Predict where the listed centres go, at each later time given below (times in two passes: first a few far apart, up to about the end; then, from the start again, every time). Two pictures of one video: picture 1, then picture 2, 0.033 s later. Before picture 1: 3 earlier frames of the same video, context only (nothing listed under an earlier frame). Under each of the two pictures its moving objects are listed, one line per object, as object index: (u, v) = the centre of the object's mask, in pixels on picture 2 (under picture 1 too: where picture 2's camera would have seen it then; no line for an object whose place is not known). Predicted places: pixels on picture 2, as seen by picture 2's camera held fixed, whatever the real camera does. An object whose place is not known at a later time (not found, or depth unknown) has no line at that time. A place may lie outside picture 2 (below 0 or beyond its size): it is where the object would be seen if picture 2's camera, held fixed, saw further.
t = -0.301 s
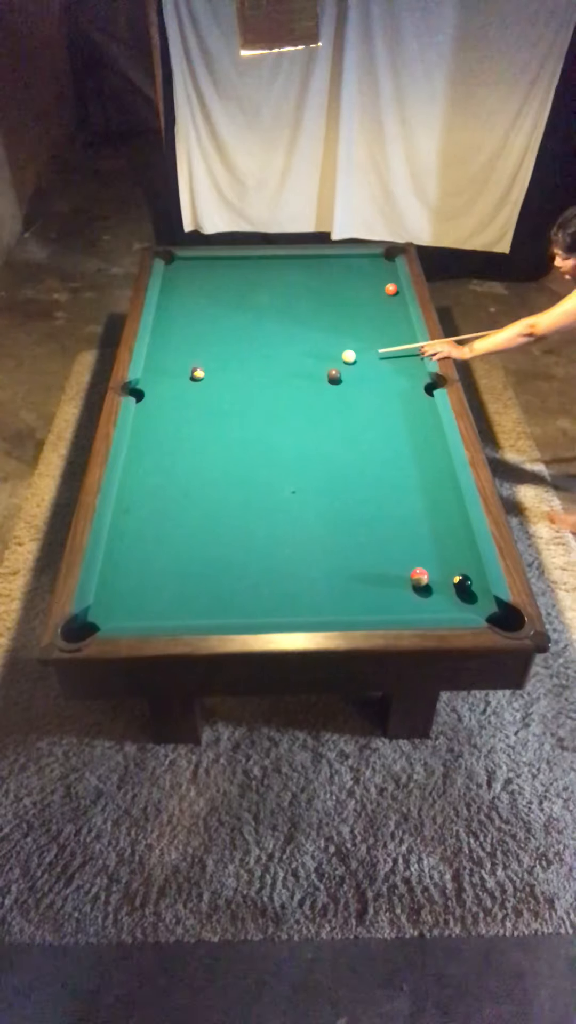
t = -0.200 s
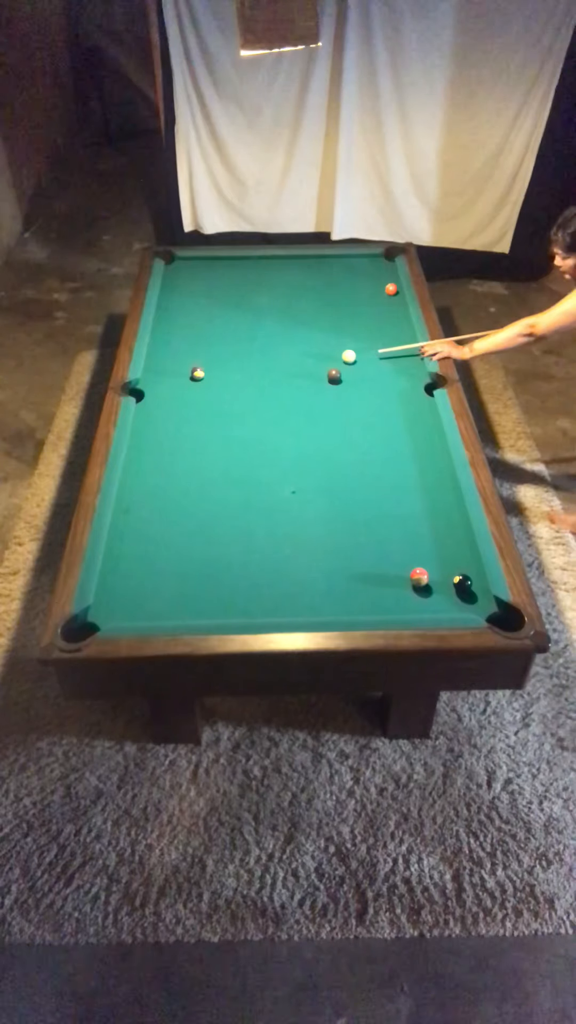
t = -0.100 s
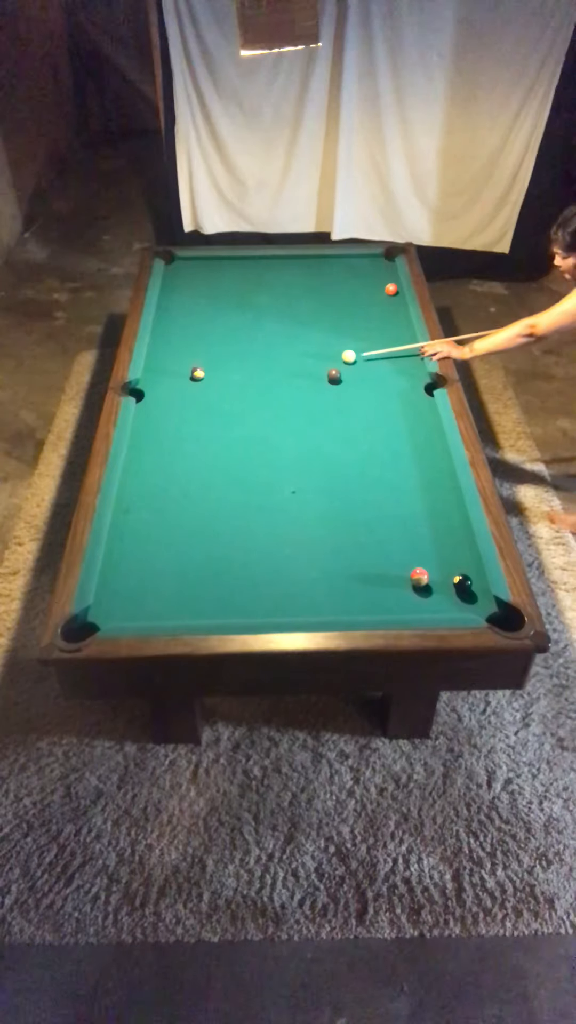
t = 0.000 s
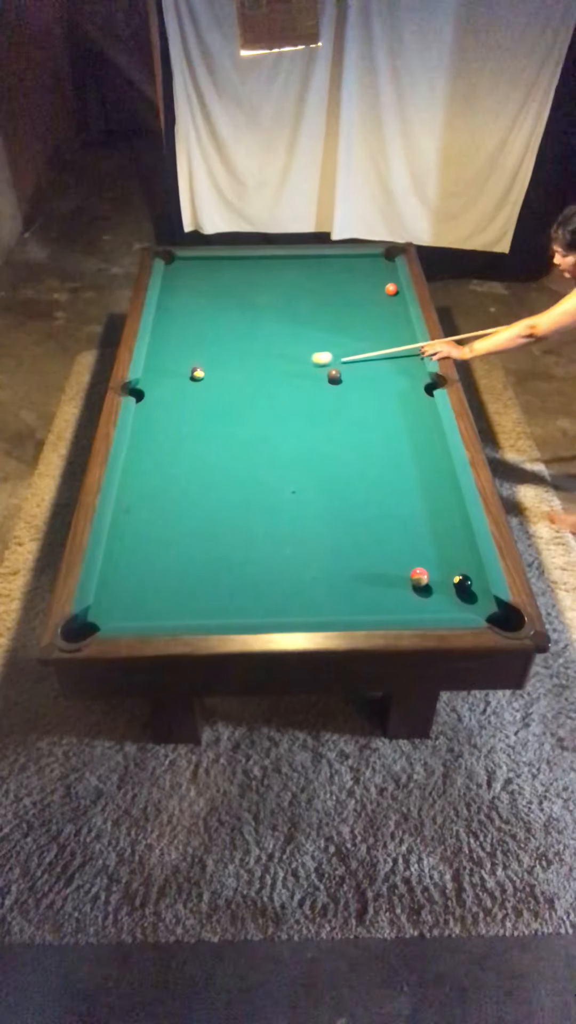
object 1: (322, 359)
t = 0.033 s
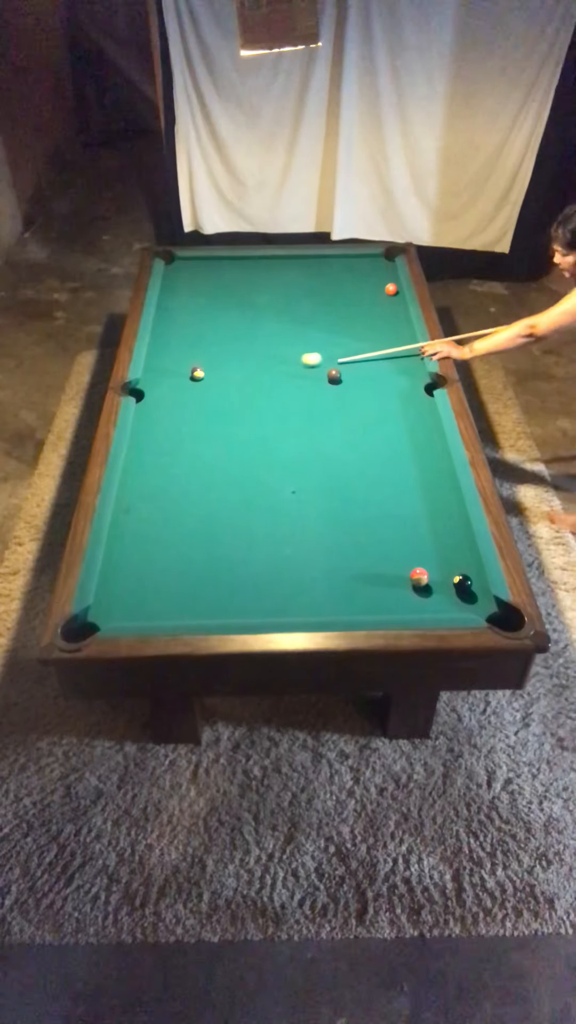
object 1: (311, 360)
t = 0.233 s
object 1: (261, 364)
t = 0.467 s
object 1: (210, 370)
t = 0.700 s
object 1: (197, 367)
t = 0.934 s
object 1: (185, 366)
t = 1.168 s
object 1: (173, 365)
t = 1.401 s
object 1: (163, 364)
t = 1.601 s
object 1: (156, 364)
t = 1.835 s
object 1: (150, 364)
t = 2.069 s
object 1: (153, 364)
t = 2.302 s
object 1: (155, 365)
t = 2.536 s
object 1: (156, 365)
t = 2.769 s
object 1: (156, 365)
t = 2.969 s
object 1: (156, 365)
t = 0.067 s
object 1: (302, 360)
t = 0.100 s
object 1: (293, 361)
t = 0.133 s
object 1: (285, 362)
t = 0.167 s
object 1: (277, 363)
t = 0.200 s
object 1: (269, 364)
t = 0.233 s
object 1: (261, 364)
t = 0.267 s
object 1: (253, 365)
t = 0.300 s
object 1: (245, 366)
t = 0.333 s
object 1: (237, 367)
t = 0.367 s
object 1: (229, 368)
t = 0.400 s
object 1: (221, 369)
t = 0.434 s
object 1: (214, 369)
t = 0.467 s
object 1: (210, 370)
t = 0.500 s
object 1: (209, 369)
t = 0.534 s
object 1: (207, 369)
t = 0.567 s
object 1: (205, 368)
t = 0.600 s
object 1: (203, 368)
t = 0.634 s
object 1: (201, 368)
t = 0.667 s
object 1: (199, 368)
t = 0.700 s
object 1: (197, 367)
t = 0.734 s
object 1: (195, 367)
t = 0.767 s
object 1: (194, 367)
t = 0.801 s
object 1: (192, 367)
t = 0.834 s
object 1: (190, 366)
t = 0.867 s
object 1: (188, 366)
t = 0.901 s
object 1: (186, 366)
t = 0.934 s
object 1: (185, 366)
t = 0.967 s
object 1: (183, 366)
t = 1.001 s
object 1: (181, 366)
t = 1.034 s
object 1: (179, 365)
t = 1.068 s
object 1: (178, 365)
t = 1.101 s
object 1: (176, 365)
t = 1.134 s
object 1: (175, 365)
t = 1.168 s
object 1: (173, 365)
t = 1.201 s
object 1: (172, 365)
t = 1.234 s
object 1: (170, 365)
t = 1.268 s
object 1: (169, 365)
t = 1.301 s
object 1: (168, 364)
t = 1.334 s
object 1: (166, 364)
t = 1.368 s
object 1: (165, 364)
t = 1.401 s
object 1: (163, 364)
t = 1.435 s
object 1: (162, 364)
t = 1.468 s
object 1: (161, 364)
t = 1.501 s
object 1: (160, 364)
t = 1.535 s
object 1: (159, 364)
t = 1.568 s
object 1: (158, 364)
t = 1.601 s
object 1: (156, 364)
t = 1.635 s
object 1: (155, 364)
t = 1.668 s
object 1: (154, 364)
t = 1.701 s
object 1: (153, 364)
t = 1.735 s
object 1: (152, 364)
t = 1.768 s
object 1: (151, 364)
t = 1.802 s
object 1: (151, 364)
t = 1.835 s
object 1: (150, 364)
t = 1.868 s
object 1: (151, 364)
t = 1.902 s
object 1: (151, 364)
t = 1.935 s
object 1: (151, 364)
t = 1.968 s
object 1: (152, 364)
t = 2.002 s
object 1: (152, 364)
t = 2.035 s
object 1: (153, 364)
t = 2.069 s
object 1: (153, 364)
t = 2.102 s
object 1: (154, 364)
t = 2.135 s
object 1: (154, 364)
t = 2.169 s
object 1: (154, 364)
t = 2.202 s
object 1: (155, 365)
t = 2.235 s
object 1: (155, 365)
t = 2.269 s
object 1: (155, 365)
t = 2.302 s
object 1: (155, 365)
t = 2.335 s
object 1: (155, 365)
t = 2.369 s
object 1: (155, 365)
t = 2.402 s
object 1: (156, 365)
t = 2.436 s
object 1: (156, 365)
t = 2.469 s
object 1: (156, 365)
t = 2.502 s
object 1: (156, 365)
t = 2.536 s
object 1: (156, 365)
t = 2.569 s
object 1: (156, 365)
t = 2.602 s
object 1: (156, 365)
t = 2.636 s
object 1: (156, 365)
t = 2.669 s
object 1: (156, 365)
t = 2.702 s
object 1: (156, 365)
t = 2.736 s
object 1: (156, 365)
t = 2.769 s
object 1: (156, 365)
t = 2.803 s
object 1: (156, 365)
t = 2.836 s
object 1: (156, 365)
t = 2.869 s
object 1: (156, 365)
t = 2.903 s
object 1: (156, 365)
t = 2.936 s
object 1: (156, 365)
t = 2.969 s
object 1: (156, 365)
